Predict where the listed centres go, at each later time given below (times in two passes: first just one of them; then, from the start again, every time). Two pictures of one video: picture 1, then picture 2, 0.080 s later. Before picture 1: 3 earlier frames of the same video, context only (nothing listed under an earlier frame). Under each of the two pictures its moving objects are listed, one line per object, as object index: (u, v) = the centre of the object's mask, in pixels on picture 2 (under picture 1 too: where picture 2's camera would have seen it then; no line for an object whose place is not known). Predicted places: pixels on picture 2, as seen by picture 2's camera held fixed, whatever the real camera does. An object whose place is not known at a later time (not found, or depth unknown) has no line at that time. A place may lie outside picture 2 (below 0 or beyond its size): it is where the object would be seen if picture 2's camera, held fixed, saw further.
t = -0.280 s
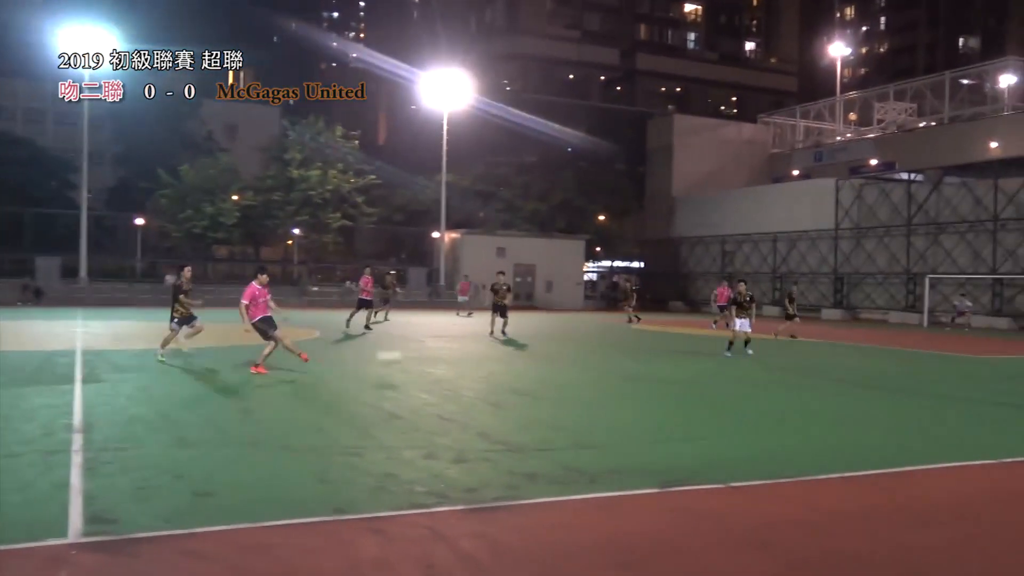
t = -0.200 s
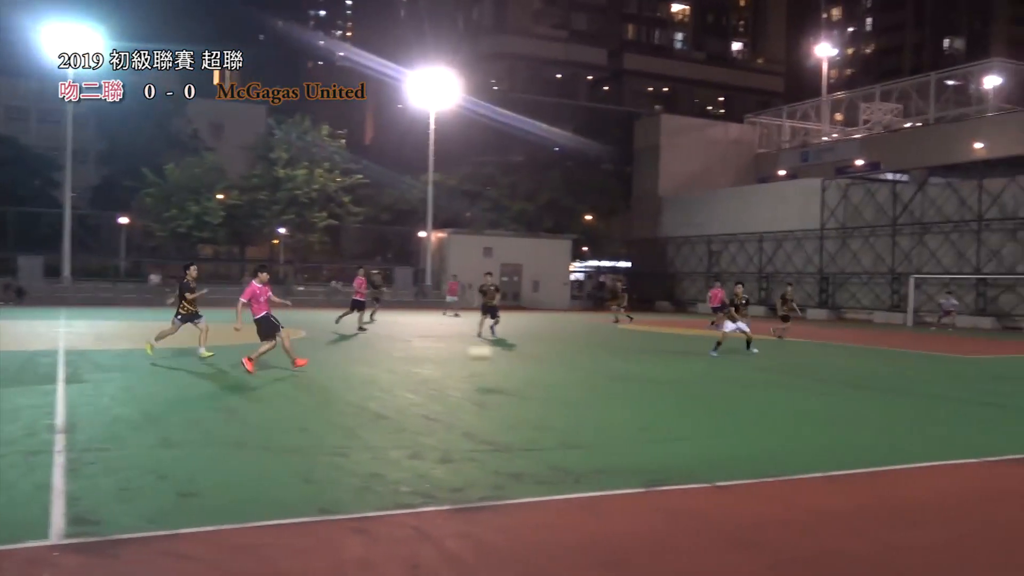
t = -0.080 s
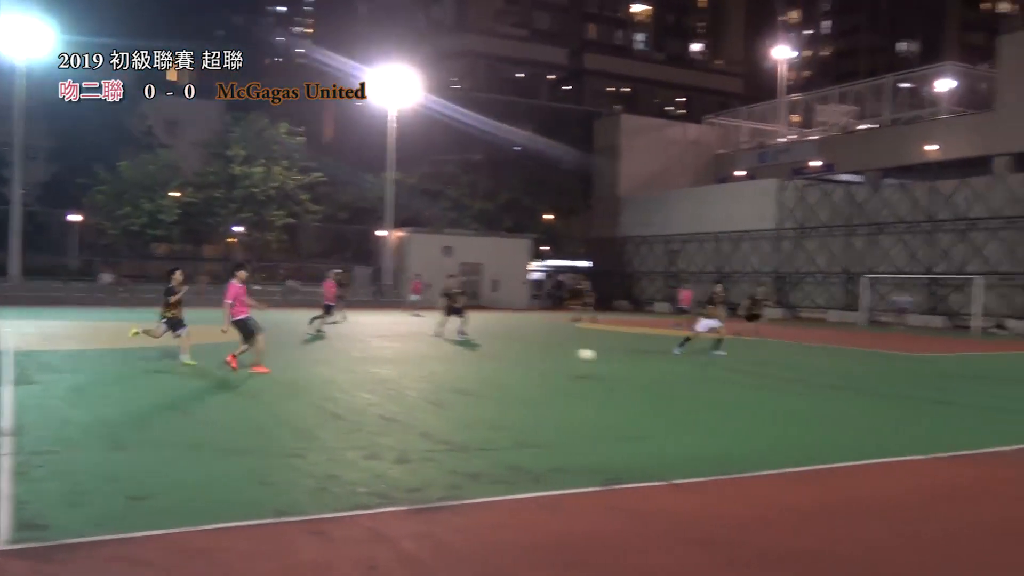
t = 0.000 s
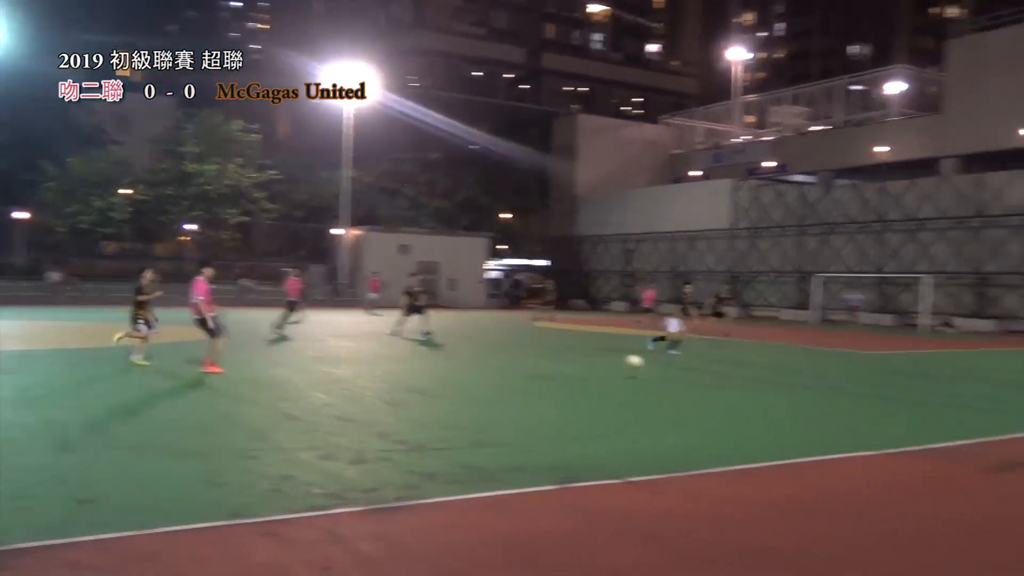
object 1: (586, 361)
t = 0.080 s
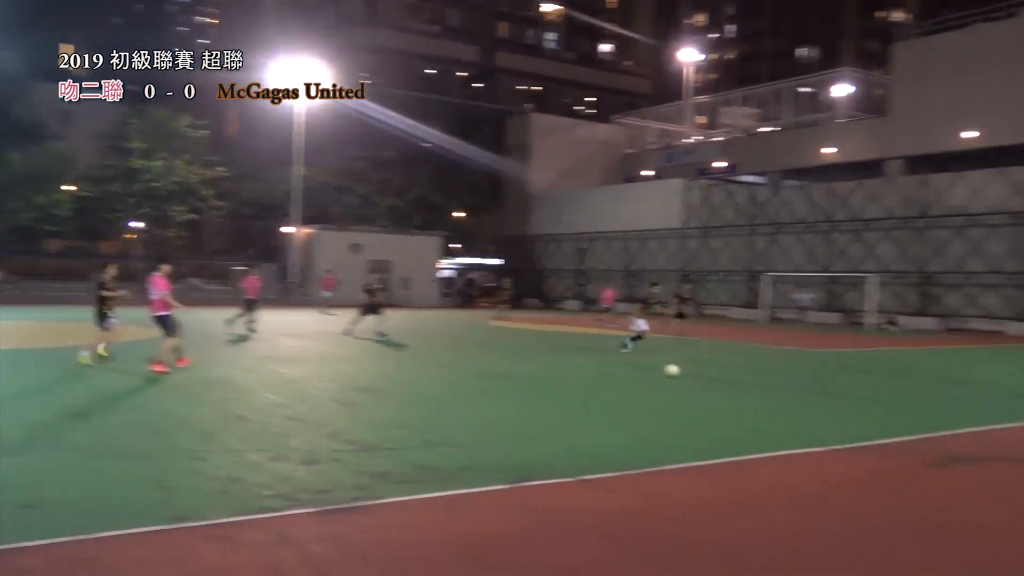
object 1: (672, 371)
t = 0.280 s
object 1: (817, 358)
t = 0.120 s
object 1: (704, 365)
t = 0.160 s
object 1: (734, 362)
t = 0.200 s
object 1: (762, 359)
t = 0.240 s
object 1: (790, 358)
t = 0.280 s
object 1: (817, 358)
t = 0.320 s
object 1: (843, 360)
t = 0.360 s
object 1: (868, 363)
